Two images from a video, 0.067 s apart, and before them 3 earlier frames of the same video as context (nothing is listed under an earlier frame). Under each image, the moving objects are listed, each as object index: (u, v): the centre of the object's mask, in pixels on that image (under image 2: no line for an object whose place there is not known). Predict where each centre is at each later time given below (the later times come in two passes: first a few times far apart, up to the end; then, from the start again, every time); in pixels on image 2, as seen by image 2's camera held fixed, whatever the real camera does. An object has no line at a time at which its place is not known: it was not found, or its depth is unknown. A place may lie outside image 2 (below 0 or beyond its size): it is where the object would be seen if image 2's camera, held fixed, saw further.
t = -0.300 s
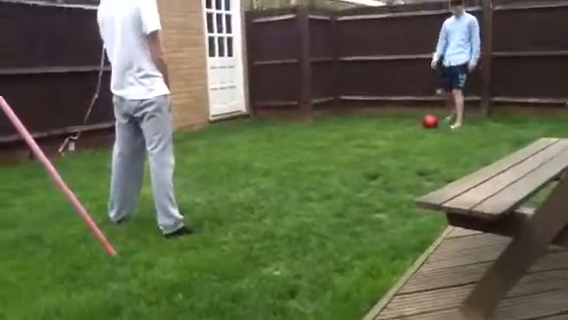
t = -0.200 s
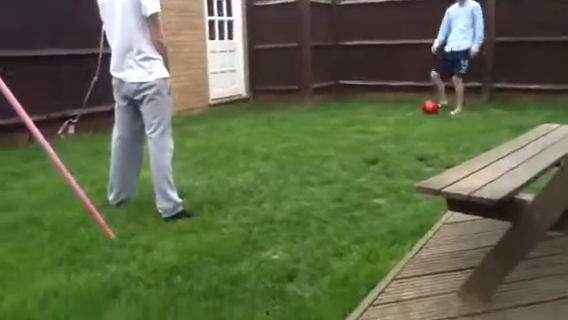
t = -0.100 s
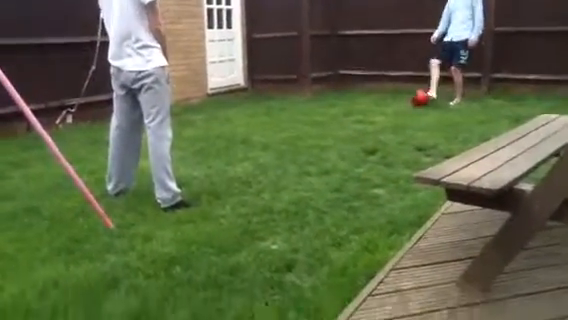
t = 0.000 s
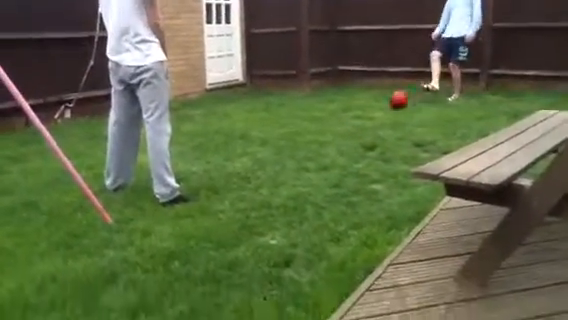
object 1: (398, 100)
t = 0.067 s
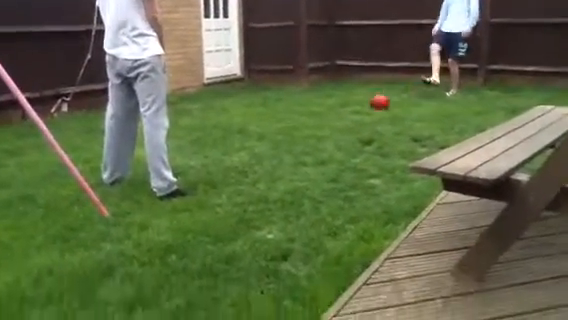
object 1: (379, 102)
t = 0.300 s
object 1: (336, 110)
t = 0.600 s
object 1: (274, 129)
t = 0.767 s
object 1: (236, 135)
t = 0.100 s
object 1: (372, 105)
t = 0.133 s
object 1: (367, 106)
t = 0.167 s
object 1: (361, 107)
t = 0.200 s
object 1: (355, 106)
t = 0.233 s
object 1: (350, 107)
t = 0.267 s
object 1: (344, 108)
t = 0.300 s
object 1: (336, 110)
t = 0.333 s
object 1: (330, 113)
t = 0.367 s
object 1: (324, 116)
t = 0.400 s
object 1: (317, 116)
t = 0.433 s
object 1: (311, 116)
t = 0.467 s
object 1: (304, 116)
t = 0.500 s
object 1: (297, 117)
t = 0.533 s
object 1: (289, 120)
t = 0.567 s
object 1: (282, 124)
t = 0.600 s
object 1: (274, 129)
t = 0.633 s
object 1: (267, 130)
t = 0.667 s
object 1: (260, 129)
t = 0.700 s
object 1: (252, 130)
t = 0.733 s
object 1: (244, 132)
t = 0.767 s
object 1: (236, 135)
